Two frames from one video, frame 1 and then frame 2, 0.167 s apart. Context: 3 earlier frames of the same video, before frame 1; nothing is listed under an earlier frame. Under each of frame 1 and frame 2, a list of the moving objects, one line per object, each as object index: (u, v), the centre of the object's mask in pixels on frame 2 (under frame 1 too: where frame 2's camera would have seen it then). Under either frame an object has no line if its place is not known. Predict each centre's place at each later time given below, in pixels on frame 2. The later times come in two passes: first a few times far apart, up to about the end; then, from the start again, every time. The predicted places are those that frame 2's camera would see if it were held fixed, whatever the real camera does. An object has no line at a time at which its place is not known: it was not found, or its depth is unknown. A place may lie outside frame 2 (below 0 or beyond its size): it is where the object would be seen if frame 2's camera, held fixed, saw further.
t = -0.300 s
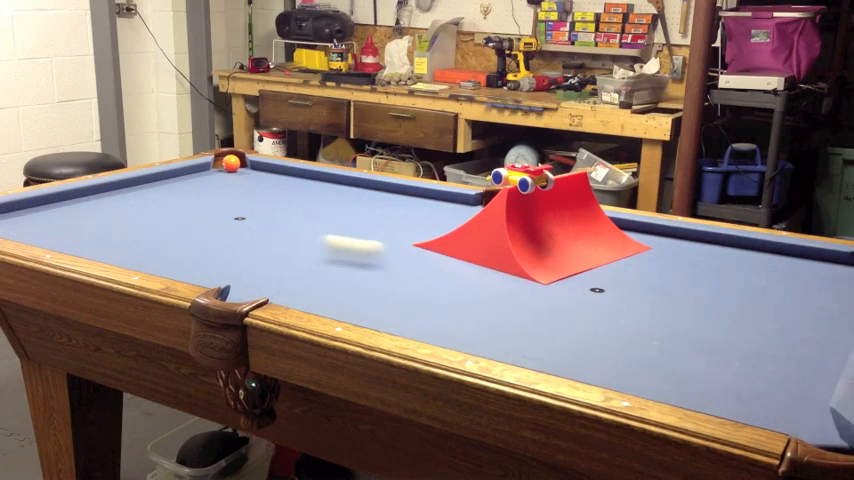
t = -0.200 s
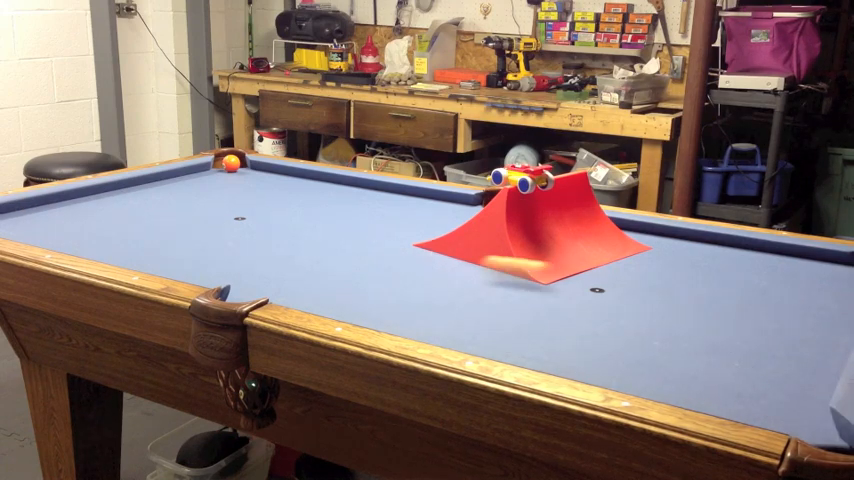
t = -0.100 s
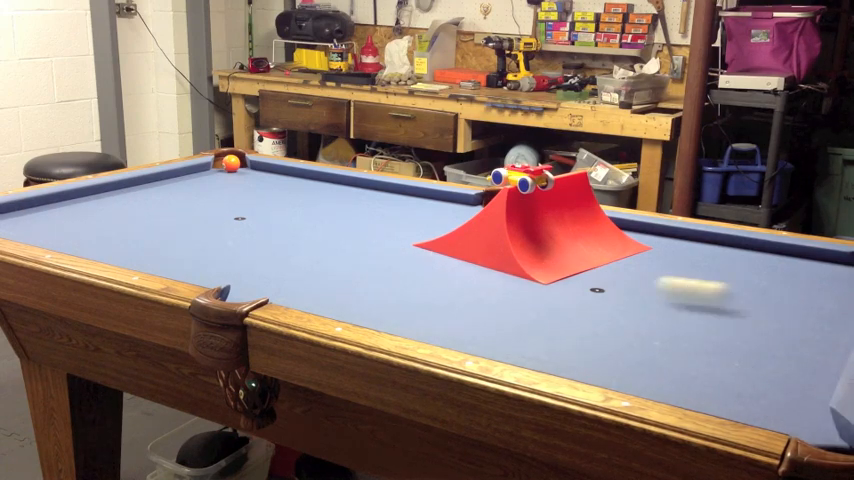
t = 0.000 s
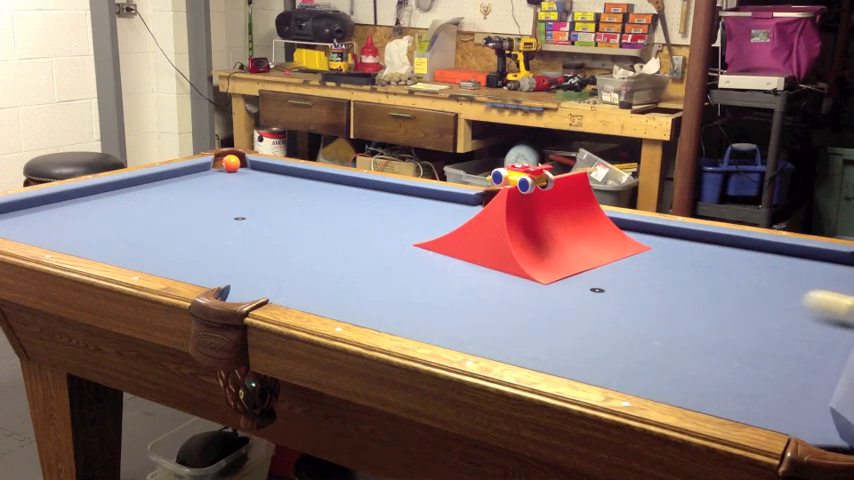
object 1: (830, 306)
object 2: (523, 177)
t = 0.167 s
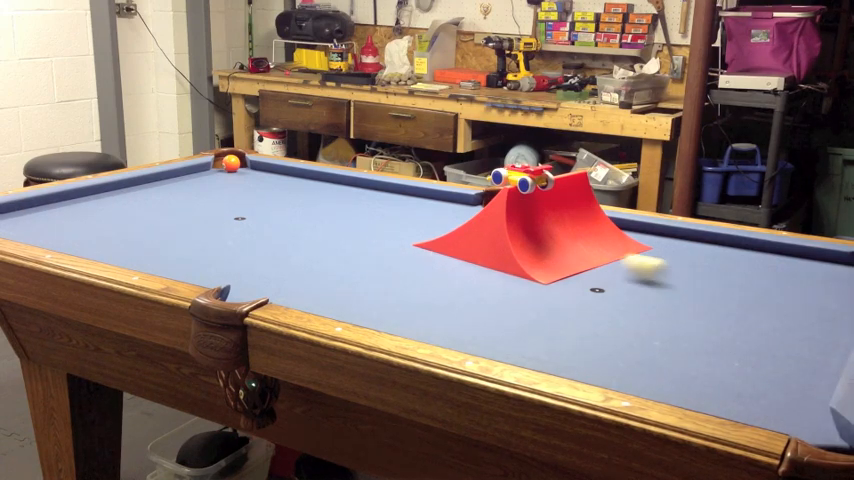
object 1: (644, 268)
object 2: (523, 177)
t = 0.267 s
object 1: (565, 238)
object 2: (523, 177)
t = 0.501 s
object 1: (527, 202)
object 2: (514, 174)
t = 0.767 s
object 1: (605, 285)
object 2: (447, 221)
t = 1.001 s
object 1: (697, 318)
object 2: (388, 213)
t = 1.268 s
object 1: (820, 362)
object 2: (332, 197)
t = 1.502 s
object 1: (755, 357)
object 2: (291, 185)
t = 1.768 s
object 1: (688, 352)
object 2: (251, 174)
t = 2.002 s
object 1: (634, 348)
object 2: (230, 169)
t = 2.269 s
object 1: (578, 343)
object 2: (227, 167)
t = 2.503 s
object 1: (533, 339)
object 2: (227, 167)
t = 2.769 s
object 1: (485, 333)
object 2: (227, 167)
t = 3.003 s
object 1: (447, 327)
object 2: (227, 167)
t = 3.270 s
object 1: (418, 321)
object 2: (227, 167)
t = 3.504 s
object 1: (402, 316)
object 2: (227, 167)
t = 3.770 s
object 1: (389, 312)
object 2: (227, 167)
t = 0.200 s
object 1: (614, 261)
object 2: (523, 177)
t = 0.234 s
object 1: (587, 252)
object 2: (523, 177)
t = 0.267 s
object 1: (565, 238)
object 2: (523, 177)
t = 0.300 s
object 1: (551, 225)
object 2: (523, 177)
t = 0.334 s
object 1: (543, 211)
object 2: (522, 177)
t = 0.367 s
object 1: (537, 200)
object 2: (522, 176)
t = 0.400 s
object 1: (534, 193)
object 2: (521, 173)
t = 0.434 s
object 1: (531, 192)
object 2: (519, 173)
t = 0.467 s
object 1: (529, 195)
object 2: (517, 173)
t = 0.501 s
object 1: (527, 202)
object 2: (514, 174)
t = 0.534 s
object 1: (526, 215)
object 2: (507, 176)
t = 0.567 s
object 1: (528, 229)
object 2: (502, 179)
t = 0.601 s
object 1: (536, 246)
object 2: (496, 186)
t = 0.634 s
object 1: (548, 259)
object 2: (486, 195)
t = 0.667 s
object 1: (562, 267)
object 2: (477, 203)
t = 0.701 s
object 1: (576, 273)
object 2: (469, 209)
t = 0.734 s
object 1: (591, 280)
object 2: (458, 216)
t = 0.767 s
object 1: (605, 285)
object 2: (447, 221)
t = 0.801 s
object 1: (618, 289)
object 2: (438, 223)
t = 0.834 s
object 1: (631, 294)
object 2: (429, 223)
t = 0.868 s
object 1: (644, 299)
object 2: (422, 221)
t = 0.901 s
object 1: (657, 303)
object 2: (413, 219)
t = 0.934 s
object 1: (670, 309)
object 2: (405, 217)
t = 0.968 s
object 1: (683, 313)
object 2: (396, 215)
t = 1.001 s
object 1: (697, 318)
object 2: (388, 213)
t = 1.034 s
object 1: (711, 323)
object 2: (380, 210)
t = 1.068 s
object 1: (725, 328)
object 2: (373, 208)
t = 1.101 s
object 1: (740, 333)
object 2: (366, 206)
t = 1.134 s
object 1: (755, 339)
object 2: (359, 204)
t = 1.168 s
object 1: (771, 344)
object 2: (352, 203)
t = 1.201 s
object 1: (787, 350)
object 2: (345, 200)
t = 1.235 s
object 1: (803, 356)
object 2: (339, 198)
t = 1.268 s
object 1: (820, 362)
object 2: (332, 197)
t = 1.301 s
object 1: (818, 363)
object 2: (326, 194)
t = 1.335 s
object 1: (804, 361)
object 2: (320, 193)
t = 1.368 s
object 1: (792, 360)
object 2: (314, 192)
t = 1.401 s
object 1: (782, 359)
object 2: (308, 190)
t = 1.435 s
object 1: (772, 358)
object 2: (303, 188)
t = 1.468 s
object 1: (763, 358)
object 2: (297, 186)
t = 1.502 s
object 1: (755, 357)
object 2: (291, 185)
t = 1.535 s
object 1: (746, 356)
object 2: (286, 183)
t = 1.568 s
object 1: (737, 356)
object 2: (281, 182)
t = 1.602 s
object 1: (729, 355)
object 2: (275, 180)
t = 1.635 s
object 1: (720, 354)
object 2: (271, 179)
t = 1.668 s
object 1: (712, 354)
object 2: (266, 177)
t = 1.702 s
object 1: (704, 353)
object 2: (261, 176)
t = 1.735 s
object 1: (696, 352)
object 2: (256, 175)
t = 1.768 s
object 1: (688, 352)
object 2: (251, 174)
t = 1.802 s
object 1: (680, 351)
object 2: (248, 173)
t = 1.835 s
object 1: (672, 351)
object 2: (243, 171)
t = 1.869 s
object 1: (664, 350)
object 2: (239, 170)
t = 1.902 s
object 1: (657, 349)
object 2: (236, 169)
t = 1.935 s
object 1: (649, 349)
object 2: (234, 169)
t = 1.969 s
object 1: (641, 348)
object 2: (232, 169)
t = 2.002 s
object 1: (634, 348)
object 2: (230, 169)
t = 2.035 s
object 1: (627, 347)
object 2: (229, 168)
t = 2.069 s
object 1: (620, 346)
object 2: (227, 167)
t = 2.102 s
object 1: (613, 346)
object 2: (226, 167)
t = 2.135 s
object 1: (605, 345)
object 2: (226, 167)
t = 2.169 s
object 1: (598, 345)
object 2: (226, 167)
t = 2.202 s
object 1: (591, 344)
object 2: (226, 167)
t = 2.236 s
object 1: (585, 344)
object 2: (226, 167)
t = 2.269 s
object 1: (578, 343)
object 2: (227, 167)
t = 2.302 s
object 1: (571, 343)
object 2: (227, 167)
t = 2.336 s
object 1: (565, 342)
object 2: (227, 167)
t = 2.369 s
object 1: (558, 342)
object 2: (227, 167)
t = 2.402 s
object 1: (552, 341)
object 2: (227, 167)
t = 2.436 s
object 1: (545, 341)
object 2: (227, 167)
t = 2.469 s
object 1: (539, 340)
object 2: (227, 167)
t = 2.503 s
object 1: (533, 339)
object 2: (227, 167)
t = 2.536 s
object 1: (527, 339)
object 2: (227, 167)
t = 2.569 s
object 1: (520, 338)
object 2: (227, 167)
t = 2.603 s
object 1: (514, 337)
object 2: (227, 167)
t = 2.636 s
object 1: (509, 336)
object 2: (227, 167)
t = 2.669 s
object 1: (502, 335)
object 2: (227, 167)
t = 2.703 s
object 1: (497, 335)
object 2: (227, 167)
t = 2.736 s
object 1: (491, 334)
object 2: (227, 167)
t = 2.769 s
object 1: (485, 333)
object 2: (227, 167)
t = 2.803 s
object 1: (480, 332)
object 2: (227, 167)
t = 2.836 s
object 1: (474, 331)
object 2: (227, 167)
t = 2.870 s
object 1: (469, 331)
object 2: (227, 167)
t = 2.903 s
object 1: (463, 330)
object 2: (227, 167)
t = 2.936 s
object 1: (458, 329)
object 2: (227, 167)
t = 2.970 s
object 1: (453, 328)
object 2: (227, 167)
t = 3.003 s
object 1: (447, 327)
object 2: (227, 167)
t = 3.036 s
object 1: (442, 326)
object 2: (227, 167)
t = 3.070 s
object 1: (437, 325)
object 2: (227, 167)
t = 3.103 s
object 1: (432, 325)
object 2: (227, 167)
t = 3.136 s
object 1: (428, 324)
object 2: (227, 167)
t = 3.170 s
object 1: (426, 323)
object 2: (227, 167)
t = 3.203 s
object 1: (423, 322)
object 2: (227, 167)
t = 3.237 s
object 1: (421, 322)
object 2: (227, 167)
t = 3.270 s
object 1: (418, 321)
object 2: (227, 167)
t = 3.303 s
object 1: (415, 320)
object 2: (227, 167)
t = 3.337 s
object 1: (413, 319)
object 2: (227, 167)
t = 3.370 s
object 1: (411, 319)
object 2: (227, 167)
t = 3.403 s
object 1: (408, 318)
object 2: (227, 167)
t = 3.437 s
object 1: (407, 317)
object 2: (227, 167)
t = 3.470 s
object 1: (404, 317)
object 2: (227, 167)
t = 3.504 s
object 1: (402, 316)
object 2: (227, 167)
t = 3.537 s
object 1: (400, 315)
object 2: (227, 167)
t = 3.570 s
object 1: (399, 315)
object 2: (227, 167)
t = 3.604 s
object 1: (397, 314)
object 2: (227, 167)
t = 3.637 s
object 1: (395, 314)
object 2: (227, 167)
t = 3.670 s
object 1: (394, 313)
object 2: (227, 167)
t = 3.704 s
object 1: (392, 313)
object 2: (227, 167)
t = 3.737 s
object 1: (390, 312)
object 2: (227, 167)
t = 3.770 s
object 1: (389, 312)
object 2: (227, 167)
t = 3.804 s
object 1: (387, 311)
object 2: (227, 167)
